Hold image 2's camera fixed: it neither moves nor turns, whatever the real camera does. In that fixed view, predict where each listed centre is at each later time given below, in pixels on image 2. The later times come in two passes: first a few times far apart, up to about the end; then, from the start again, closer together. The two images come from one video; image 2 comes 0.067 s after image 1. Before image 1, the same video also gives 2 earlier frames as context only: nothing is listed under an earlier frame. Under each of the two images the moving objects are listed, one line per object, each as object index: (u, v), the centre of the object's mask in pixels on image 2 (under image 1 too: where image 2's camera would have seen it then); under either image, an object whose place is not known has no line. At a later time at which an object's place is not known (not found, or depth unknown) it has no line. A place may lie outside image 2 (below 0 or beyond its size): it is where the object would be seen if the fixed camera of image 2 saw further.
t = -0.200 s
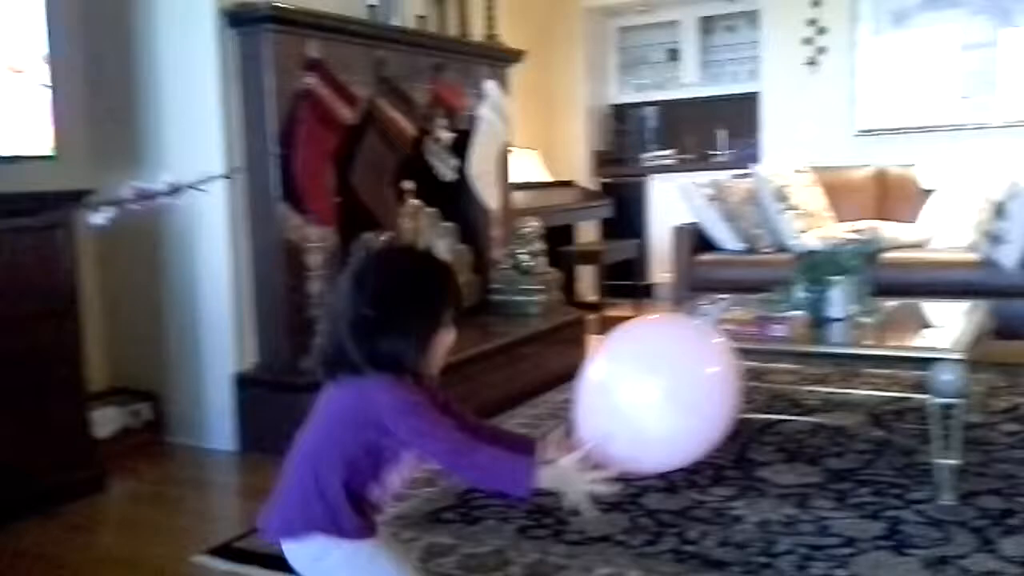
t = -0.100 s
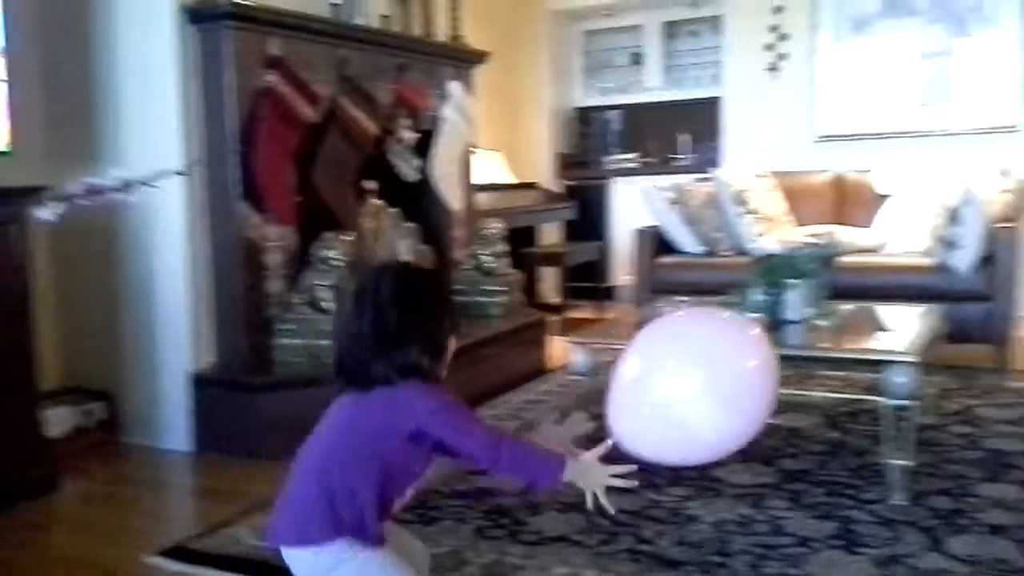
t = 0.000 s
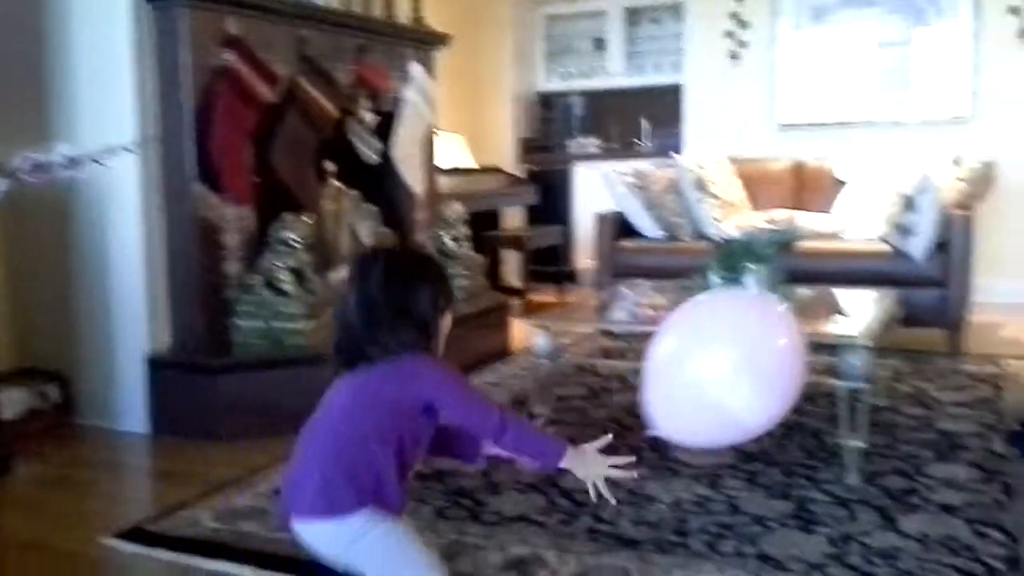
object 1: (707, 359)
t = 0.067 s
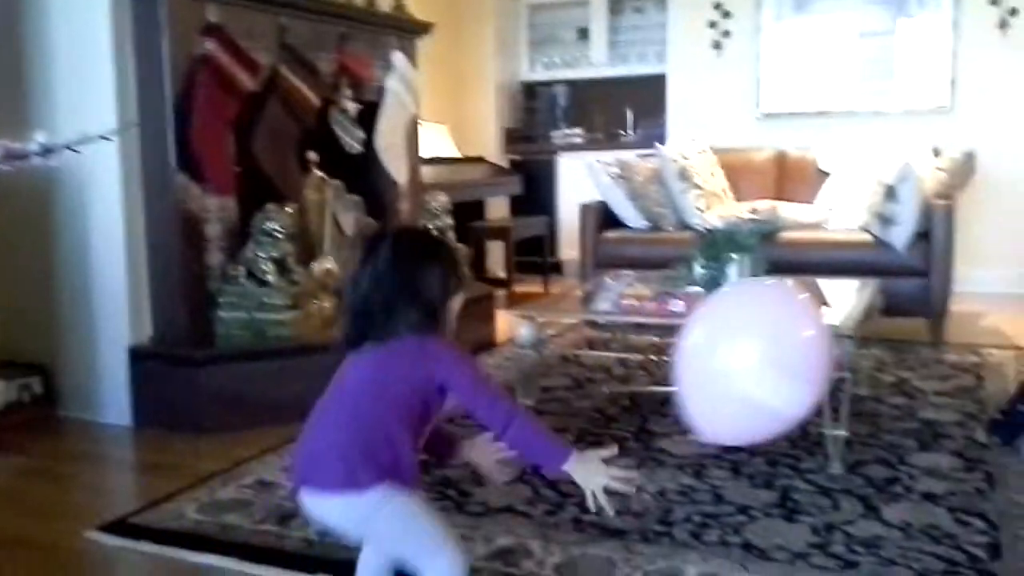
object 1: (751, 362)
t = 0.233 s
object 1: (852, 391)
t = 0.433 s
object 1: (950, 460)
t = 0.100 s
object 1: (773, 365)
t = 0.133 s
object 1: (794, 368)
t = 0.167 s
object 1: (814, 375)
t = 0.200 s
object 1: (833, 382)
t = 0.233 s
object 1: (852, 391)
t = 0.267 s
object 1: (870, 399)
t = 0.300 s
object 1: (886, 408)
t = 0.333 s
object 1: (903, 420)
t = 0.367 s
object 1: (919, 431)
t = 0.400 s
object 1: (935, 445)
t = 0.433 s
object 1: (950, 460)
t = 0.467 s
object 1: (965, 475)
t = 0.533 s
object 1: (992, 504)
